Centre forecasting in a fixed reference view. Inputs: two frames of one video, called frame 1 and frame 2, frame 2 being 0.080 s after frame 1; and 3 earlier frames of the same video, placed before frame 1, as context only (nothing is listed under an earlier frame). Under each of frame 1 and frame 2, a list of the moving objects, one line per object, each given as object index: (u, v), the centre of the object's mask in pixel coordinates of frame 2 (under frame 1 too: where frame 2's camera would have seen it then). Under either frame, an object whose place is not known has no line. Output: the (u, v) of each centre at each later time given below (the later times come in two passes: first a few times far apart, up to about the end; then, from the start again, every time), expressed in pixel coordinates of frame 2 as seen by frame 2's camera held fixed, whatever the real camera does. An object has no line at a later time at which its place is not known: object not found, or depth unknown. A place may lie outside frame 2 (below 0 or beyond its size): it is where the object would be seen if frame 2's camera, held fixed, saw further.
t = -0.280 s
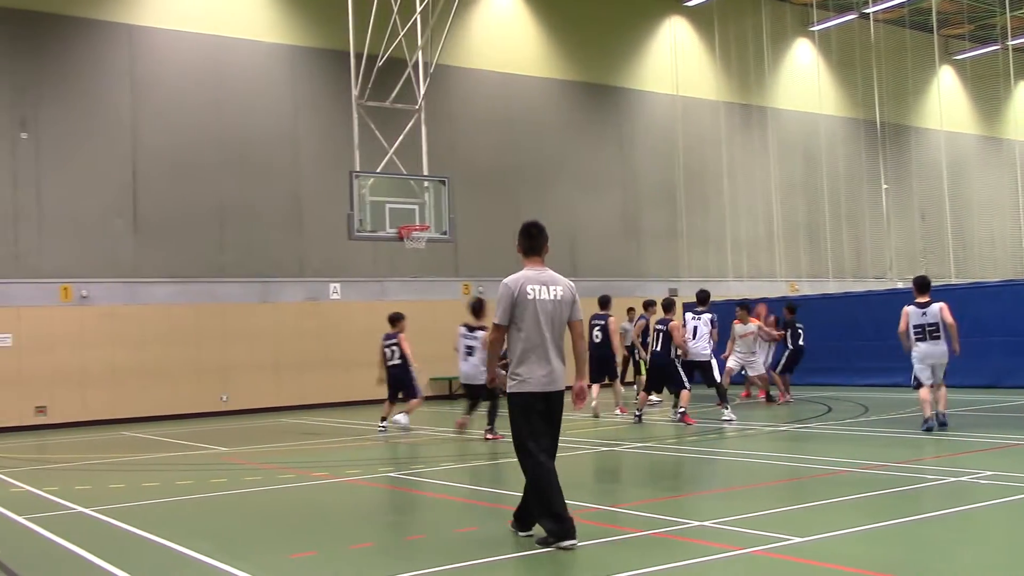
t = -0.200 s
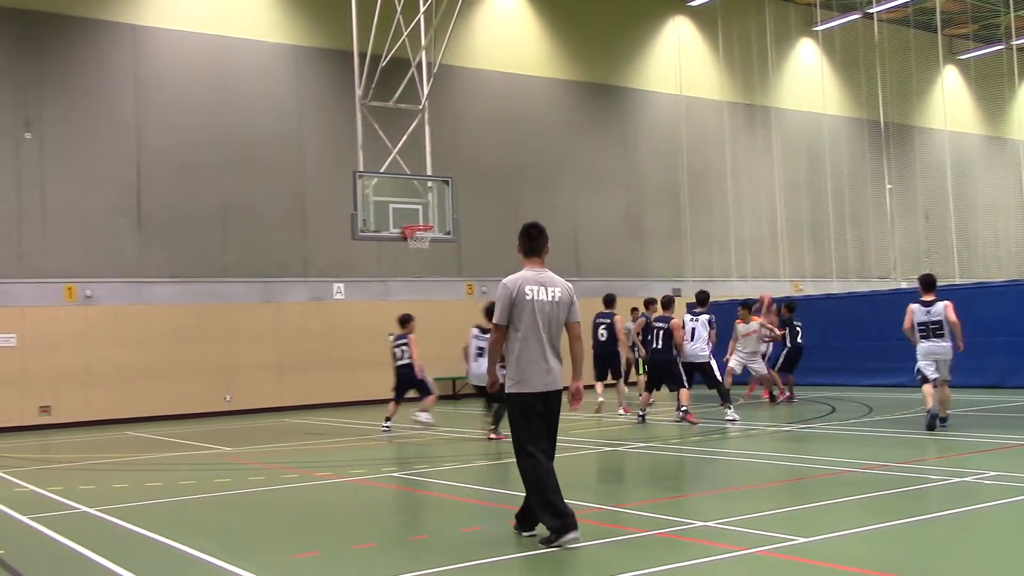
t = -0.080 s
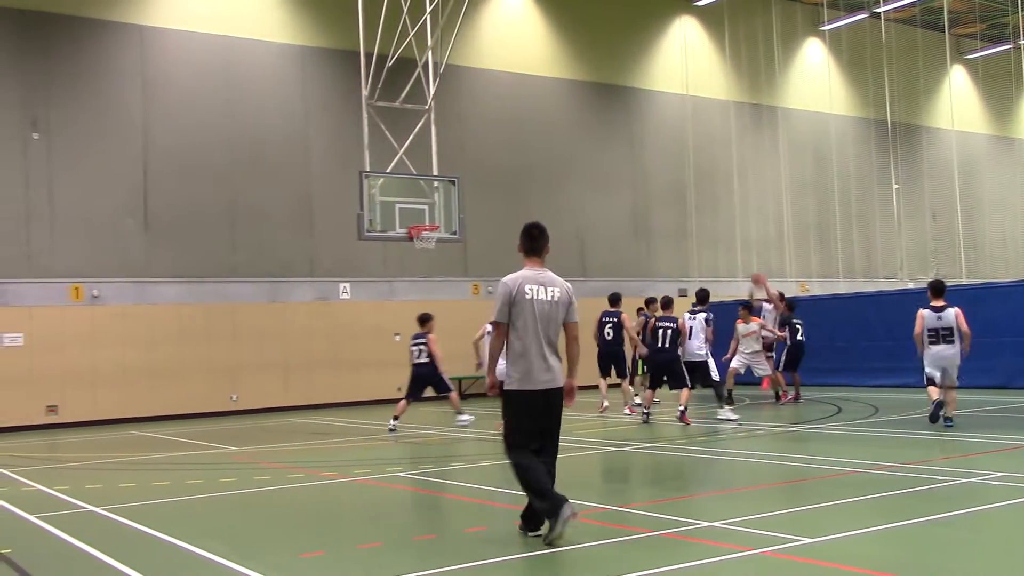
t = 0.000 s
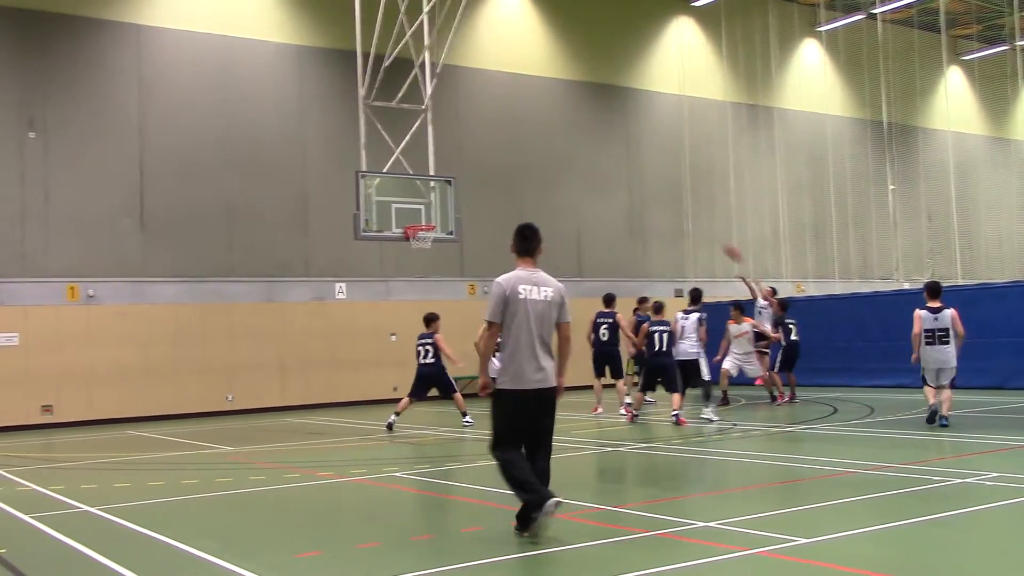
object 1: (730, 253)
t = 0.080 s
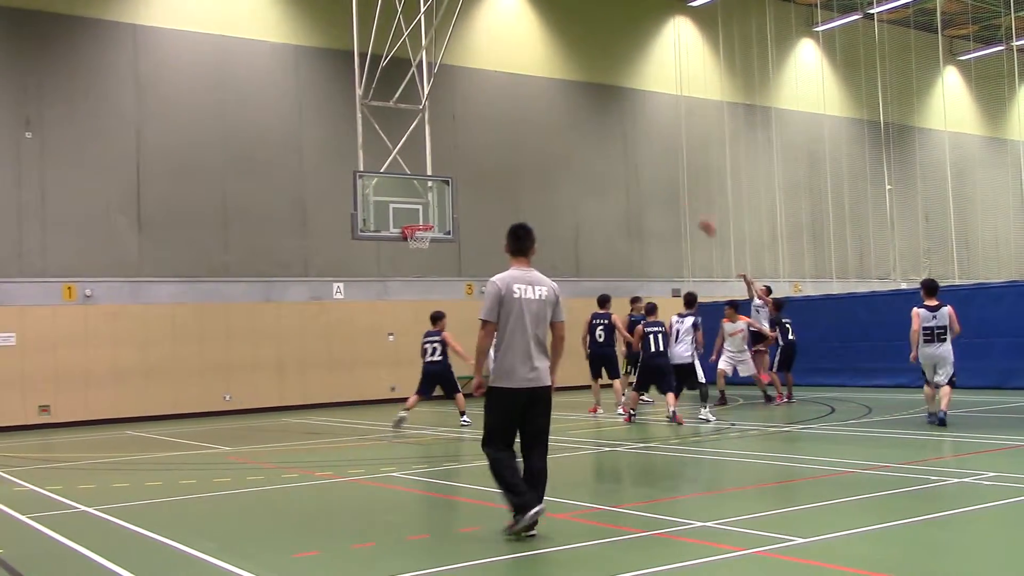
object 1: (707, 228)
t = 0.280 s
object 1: (650, 180)
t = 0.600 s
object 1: (562, 147)
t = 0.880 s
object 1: (486, 168)
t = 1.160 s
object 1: (414, 215)
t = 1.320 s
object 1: (388, 191)
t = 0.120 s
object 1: (695, 216)
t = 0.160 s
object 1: (683, 205)
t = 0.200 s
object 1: (672, 196)
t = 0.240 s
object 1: (660, 187)
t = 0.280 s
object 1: (650, 180)
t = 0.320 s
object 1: (638, 172)
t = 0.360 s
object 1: (628, 166)
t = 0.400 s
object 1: (617, 161)
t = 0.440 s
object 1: (605, 156)
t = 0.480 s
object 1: (595, 152)
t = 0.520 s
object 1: (584, 150)
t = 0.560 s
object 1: (573, 148)
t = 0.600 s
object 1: (562, 147)
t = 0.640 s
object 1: (551, 147)
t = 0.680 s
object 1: (540, 148)
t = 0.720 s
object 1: (530, 150)
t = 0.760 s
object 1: (519, 153)
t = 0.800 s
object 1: (509, 157)
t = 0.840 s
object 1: (497, 162)
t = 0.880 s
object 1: (486, 168)
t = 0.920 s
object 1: (475, 174)
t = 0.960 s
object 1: (464, 182)
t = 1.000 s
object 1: (455, 190)
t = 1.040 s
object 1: (443, 200)
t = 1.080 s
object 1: (431, 210)
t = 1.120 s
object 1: (423, 219)
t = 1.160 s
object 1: (414, 215)
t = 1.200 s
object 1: (409, 208)
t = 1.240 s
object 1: (401, 201)
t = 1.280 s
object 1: (395, 195)
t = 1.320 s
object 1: (388, 191)
